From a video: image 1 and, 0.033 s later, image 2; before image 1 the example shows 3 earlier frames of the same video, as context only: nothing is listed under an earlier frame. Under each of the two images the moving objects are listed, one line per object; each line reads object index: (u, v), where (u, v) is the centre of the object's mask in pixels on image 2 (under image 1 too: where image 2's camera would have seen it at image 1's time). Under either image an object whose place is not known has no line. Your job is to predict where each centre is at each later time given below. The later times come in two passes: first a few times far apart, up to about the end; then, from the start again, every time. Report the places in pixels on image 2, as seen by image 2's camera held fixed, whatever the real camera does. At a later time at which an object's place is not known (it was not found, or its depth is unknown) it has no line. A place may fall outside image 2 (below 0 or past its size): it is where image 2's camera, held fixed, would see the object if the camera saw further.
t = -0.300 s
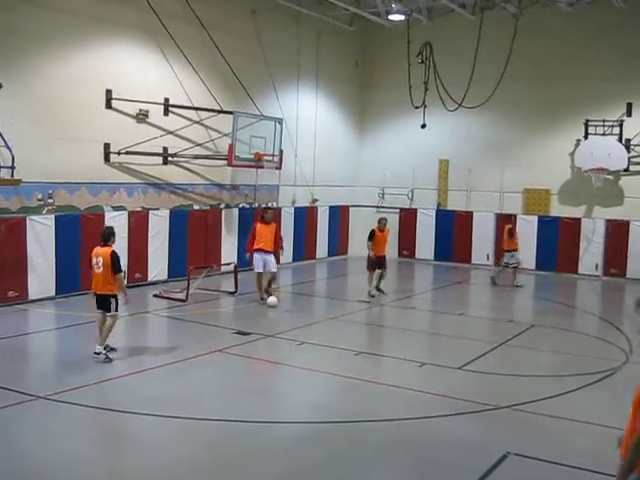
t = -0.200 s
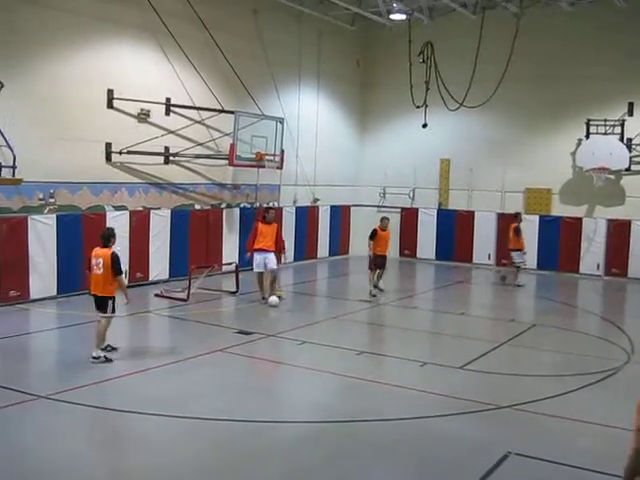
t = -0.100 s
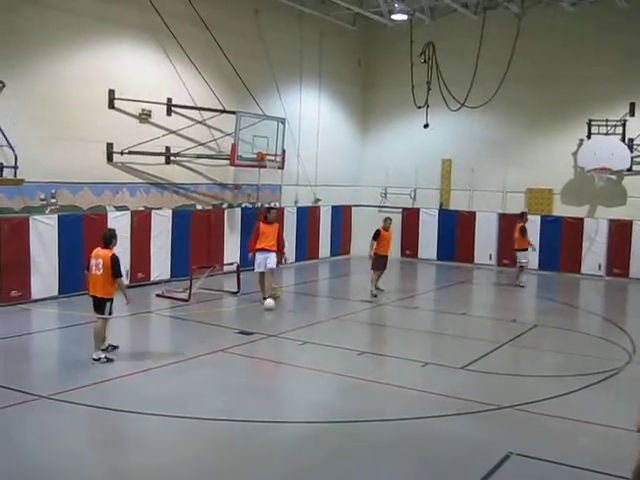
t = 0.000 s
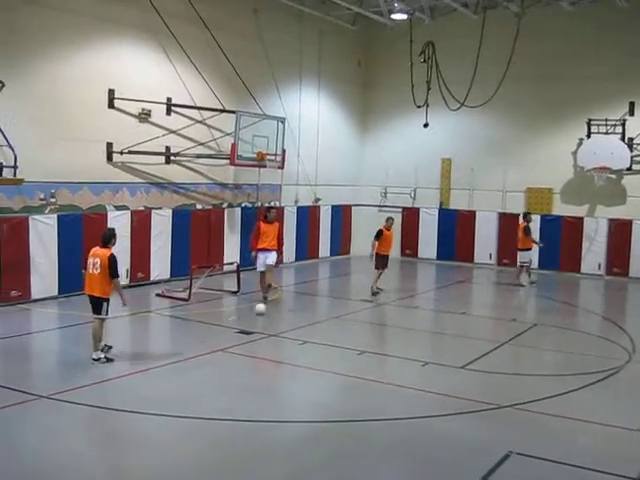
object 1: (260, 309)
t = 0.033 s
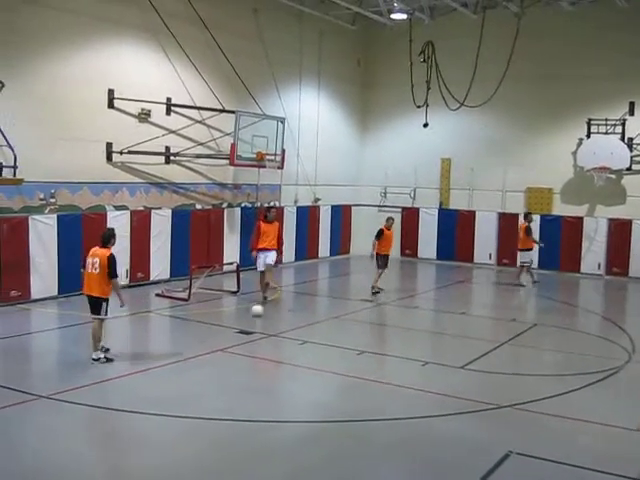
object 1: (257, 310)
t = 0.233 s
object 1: (239, 319)
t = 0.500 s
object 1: (214, 332)
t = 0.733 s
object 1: (189, 345)
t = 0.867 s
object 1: (173, 352)
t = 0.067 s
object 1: (254, 312)
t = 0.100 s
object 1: (250, 313)
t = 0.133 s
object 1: (248, 315)
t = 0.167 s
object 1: (245, 316)
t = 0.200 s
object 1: (242, 318)
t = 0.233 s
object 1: (239, 319)
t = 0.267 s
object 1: (236, 320)
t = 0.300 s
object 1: (233, 322)
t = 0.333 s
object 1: (230, 323)
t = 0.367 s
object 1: (227, 325)
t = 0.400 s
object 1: (224, 327)
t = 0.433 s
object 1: (221, 329)
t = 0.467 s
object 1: (217, 330)
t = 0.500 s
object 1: (214, 332)
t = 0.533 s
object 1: (211, 334)
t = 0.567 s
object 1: (207, 335)
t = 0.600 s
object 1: (204, 337)
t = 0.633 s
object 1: (201, 339)
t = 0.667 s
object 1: (197, 341)
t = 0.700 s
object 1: (193, 343)
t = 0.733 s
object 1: (189, 345)
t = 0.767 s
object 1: (186, 347)
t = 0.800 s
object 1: (181, 348)
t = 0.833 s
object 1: (177, 350)
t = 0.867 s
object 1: (173, 352)
